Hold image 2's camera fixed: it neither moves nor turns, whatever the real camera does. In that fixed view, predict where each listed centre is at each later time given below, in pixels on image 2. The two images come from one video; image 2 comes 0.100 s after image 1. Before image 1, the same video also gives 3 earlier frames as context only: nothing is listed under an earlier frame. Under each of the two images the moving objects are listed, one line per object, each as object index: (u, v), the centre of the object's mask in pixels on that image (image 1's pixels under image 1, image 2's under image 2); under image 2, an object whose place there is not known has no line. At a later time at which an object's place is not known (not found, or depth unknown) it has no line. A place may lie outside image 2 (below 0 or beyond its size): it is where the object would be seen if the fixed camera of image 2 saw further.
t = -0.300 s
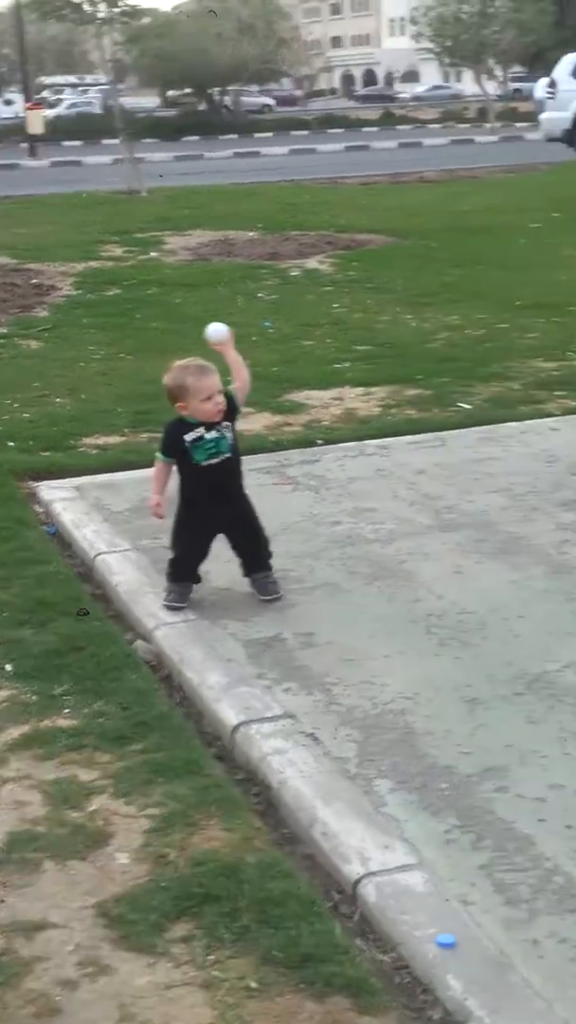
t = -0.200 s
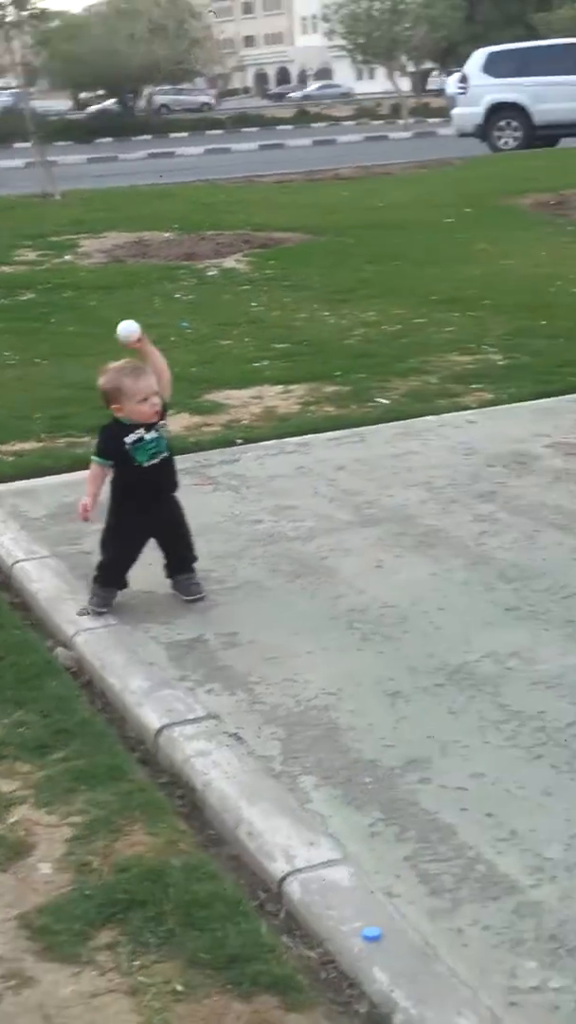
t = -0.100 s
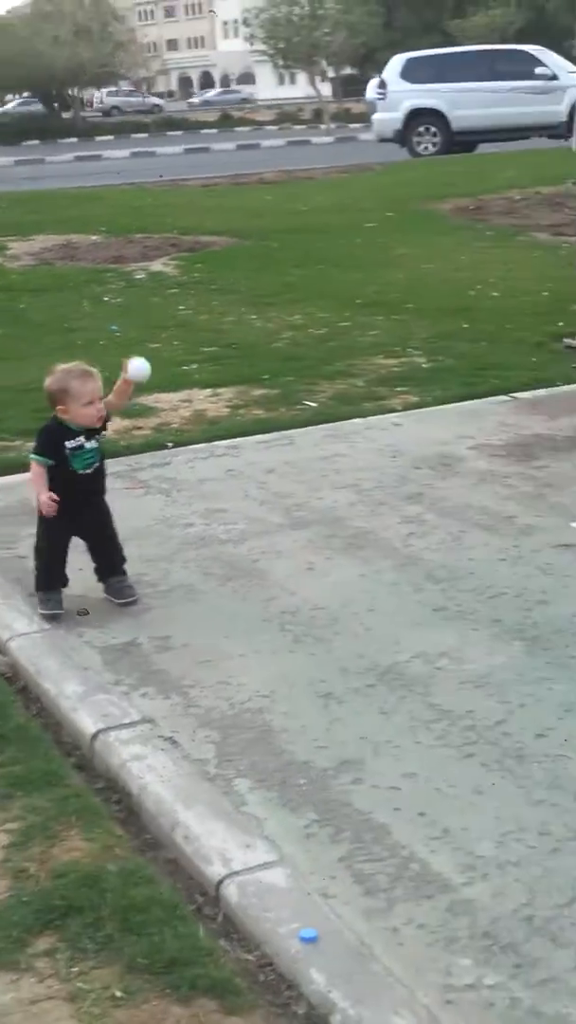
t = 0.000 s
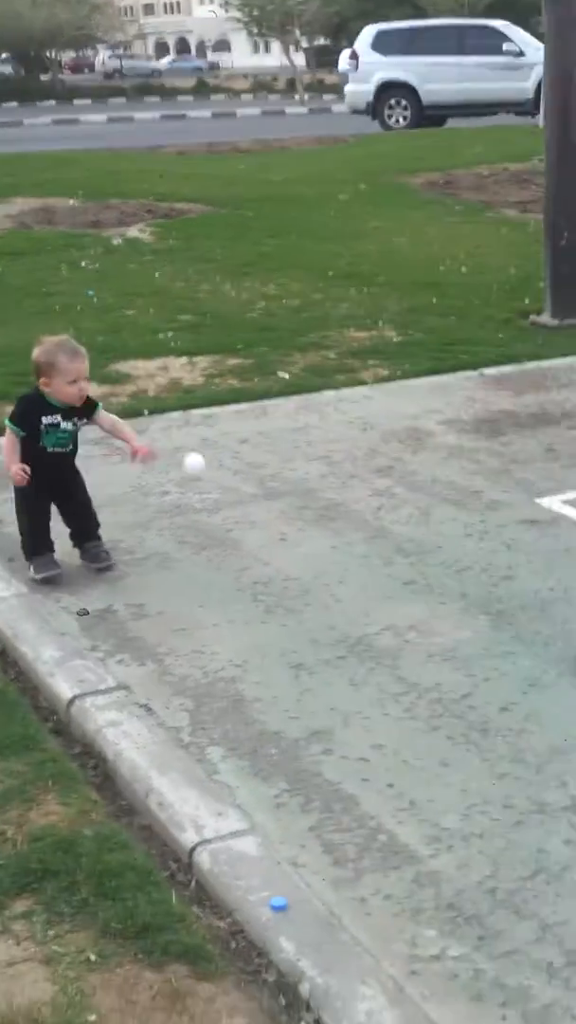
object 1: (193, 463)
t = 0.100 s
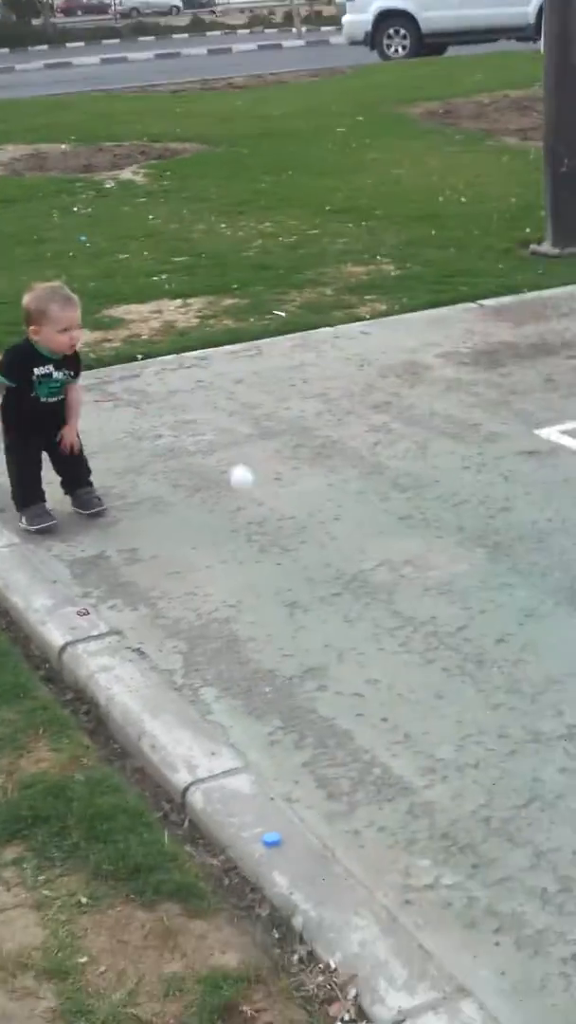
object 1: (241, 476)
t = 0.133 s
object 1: (244, 438)
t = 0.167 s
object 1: (246, 405)
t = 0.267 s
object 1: (248, 327)
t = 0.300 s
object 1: (248, 309)
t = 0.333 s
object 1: (249, 296)
